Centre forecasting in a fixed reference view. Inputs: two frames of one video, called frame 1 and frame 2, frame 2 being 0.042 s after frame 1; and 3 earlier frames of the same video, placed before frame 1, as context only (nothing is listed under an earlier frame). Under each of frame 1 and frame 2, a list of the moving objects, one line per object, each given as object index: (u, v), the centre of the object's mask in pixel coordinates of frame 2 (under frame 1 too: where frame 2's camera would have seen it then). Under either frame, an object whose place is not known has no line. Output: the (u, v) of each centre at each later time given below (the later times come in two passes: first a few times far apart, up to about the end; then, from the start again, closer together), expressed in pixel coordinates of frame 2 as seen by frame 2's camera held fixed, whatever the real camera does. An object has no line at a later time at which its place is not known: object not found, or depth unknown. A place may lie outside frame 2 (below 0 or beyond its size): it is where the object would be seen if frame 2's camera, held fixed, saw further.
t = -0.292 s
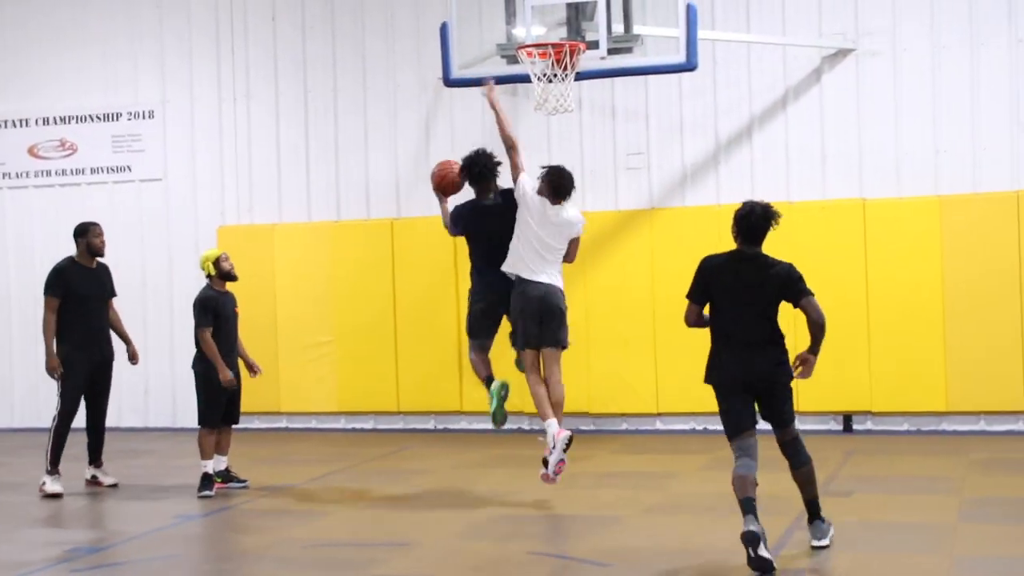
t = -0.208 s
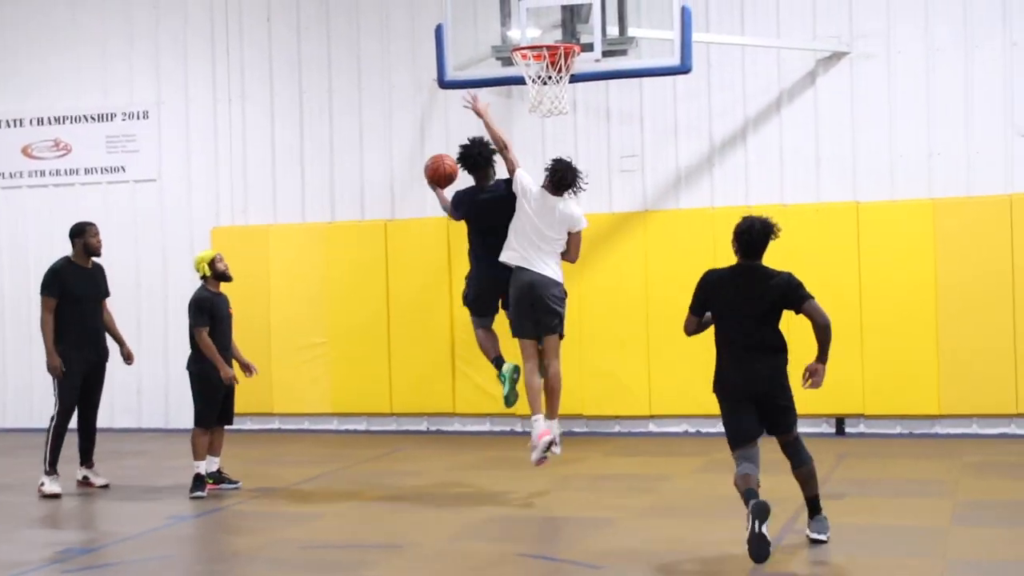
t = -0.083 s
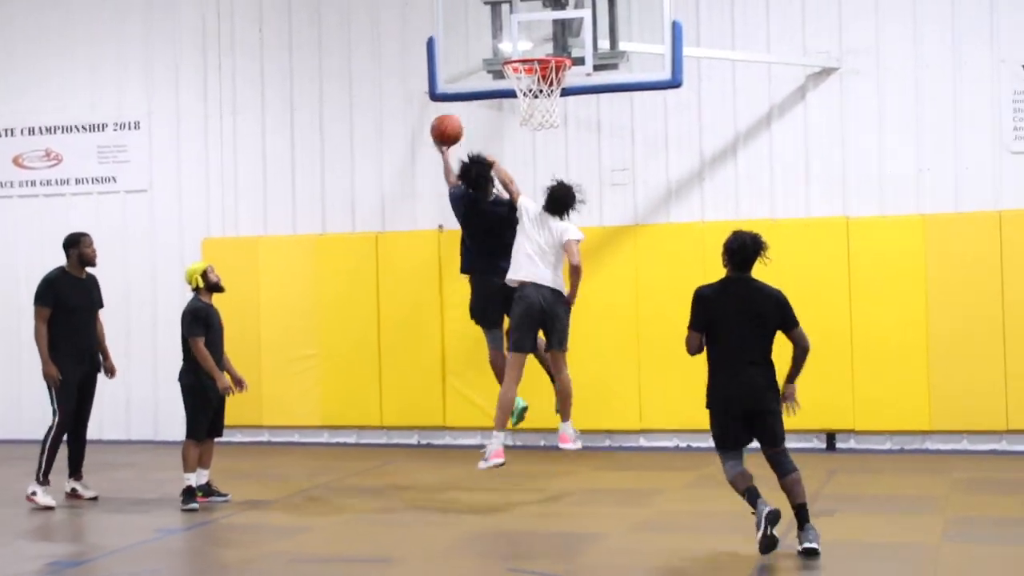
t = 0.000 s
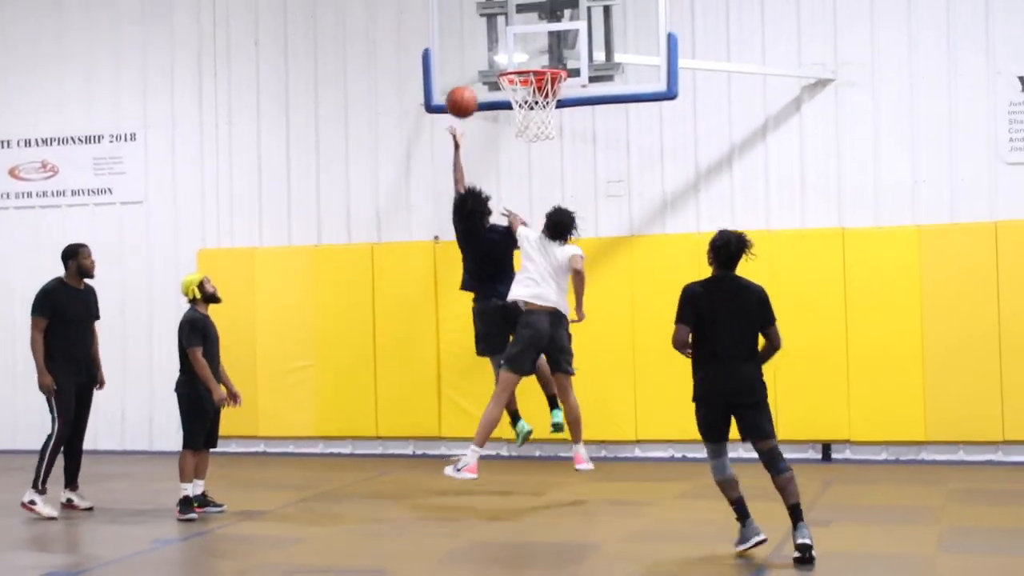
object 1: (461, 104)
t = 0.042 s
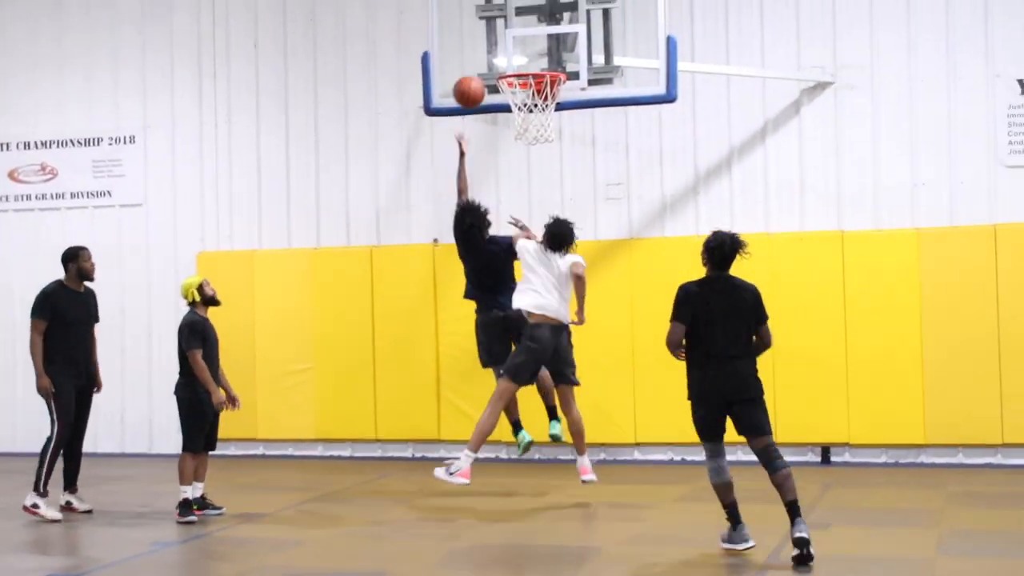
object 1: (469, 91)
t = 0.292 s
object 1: (508, 41)
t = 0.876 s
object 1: (527, 133)
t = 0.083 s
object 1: (481, 74)
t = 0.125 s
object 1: (489, 65)
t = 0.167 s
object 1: (499, 54)
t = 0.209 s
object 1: (502, 49)
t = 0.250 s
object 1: (506, 43)
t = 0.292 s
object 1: (508, 41)
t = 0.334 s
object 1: (512, 42)
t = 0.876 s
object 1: (527, 133)
